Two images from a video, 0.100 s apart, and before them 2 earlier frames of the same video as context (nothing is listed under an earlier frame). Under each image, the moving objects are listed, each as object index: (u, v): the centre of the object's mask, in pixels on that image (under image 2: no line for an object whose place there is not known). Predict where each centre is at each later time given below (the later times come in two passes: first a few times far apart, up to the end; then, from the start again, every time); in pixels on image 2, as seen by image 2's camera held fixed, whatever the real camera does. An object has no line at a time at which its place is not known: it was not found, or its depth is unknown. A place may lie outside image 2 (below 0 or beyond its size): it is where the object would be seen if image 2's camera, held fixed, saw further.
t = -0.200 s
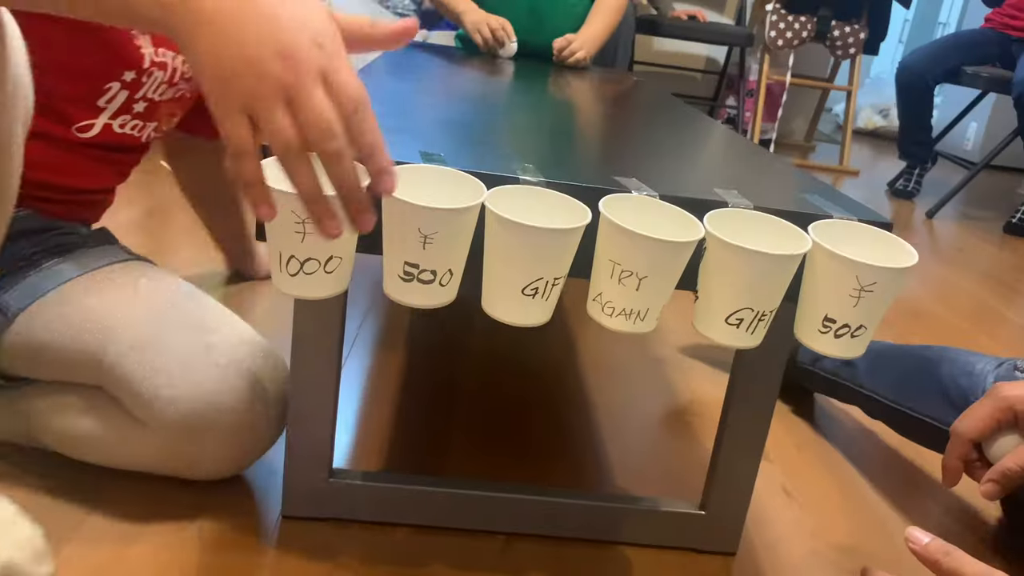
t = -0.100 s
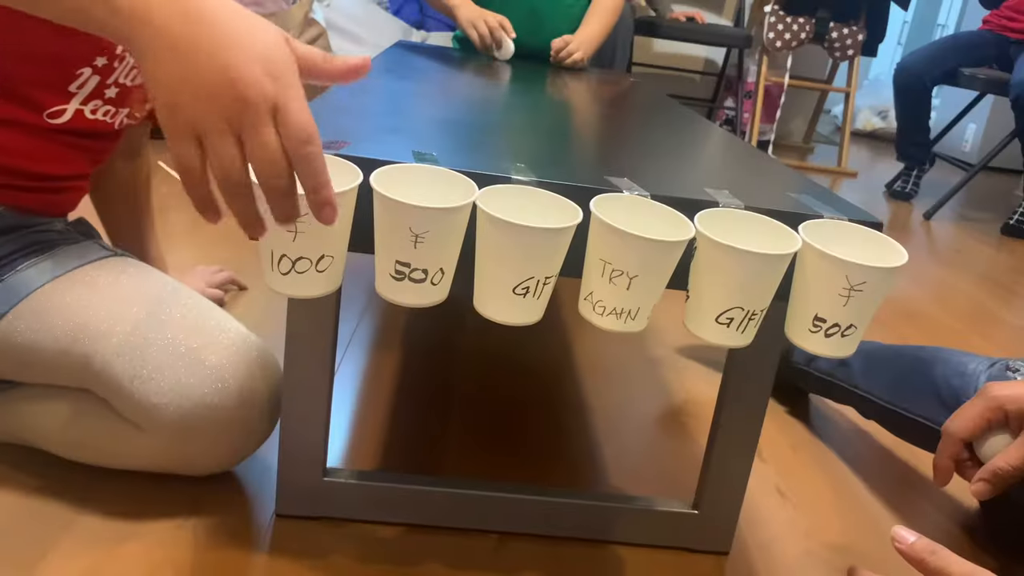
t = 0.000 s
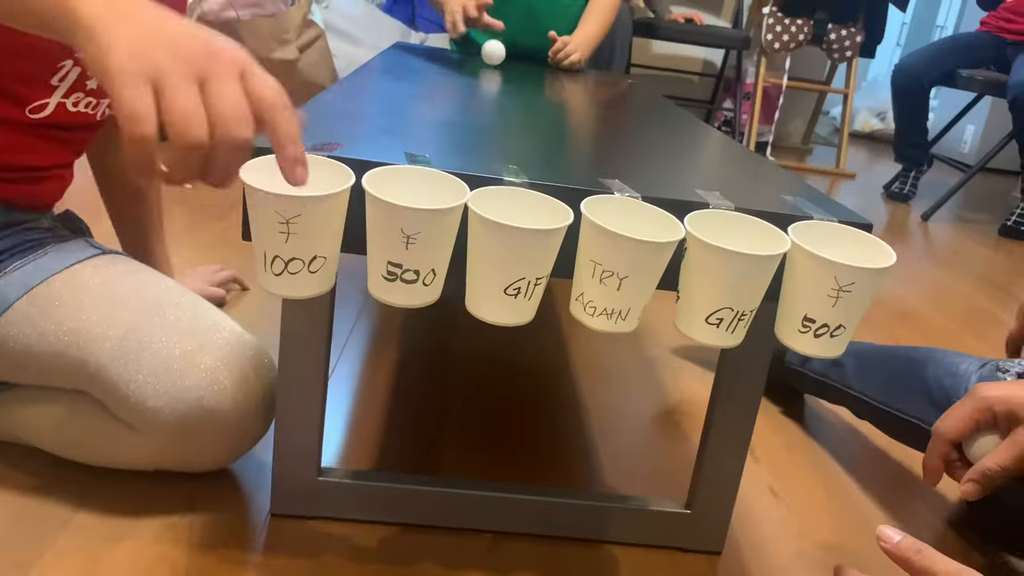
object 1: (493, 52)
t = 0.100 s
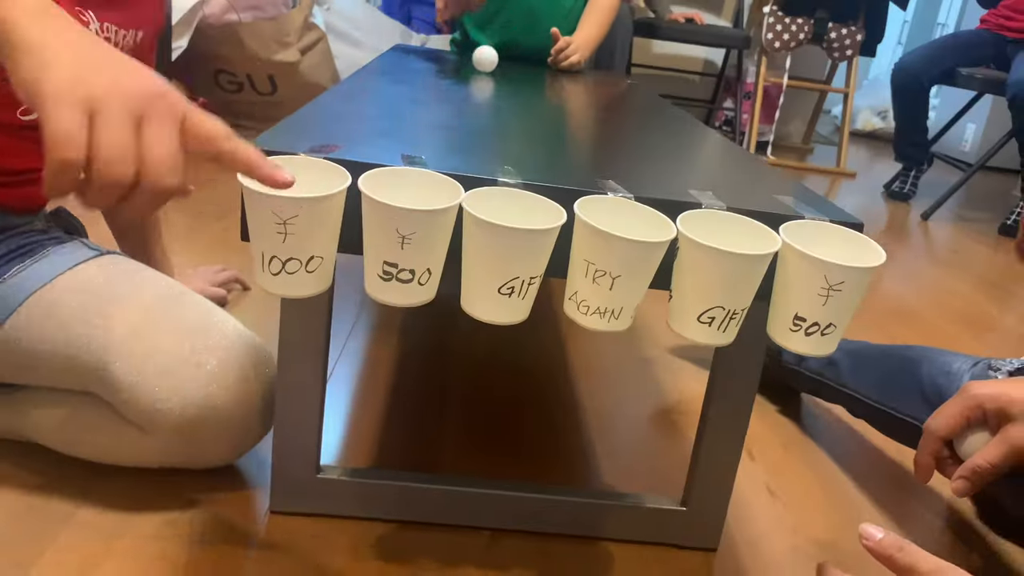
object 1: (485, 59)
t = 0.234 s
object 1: (476, 65)
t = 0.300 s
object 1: (474, 67)
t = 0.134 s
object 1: (483, 61)
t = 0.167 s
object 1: (481, 62)
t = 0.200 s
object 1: (479, 64)
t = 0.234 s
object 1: (476, 65)
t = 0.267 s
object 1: (475, 66)
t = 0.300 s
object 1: (474, 67)
